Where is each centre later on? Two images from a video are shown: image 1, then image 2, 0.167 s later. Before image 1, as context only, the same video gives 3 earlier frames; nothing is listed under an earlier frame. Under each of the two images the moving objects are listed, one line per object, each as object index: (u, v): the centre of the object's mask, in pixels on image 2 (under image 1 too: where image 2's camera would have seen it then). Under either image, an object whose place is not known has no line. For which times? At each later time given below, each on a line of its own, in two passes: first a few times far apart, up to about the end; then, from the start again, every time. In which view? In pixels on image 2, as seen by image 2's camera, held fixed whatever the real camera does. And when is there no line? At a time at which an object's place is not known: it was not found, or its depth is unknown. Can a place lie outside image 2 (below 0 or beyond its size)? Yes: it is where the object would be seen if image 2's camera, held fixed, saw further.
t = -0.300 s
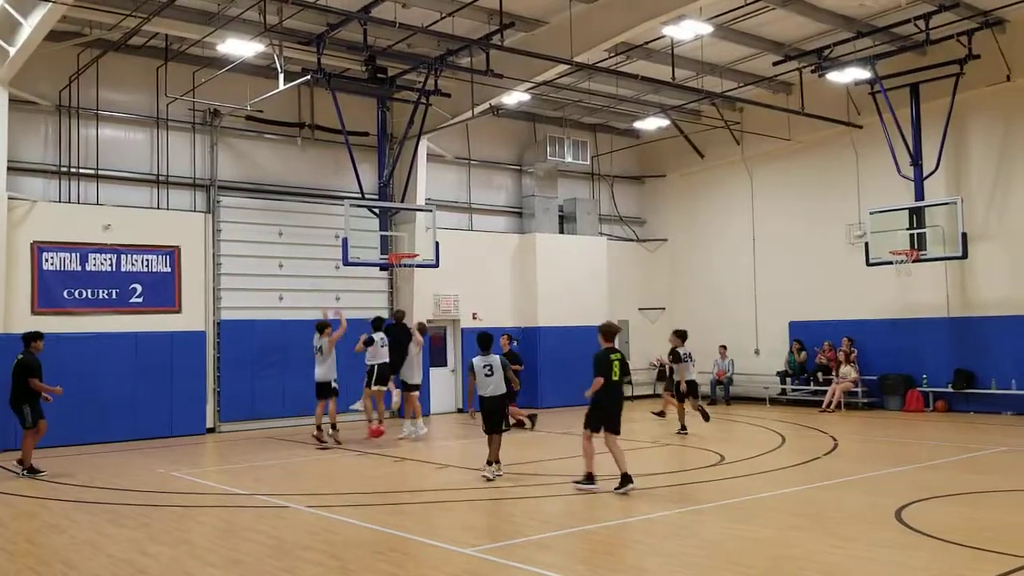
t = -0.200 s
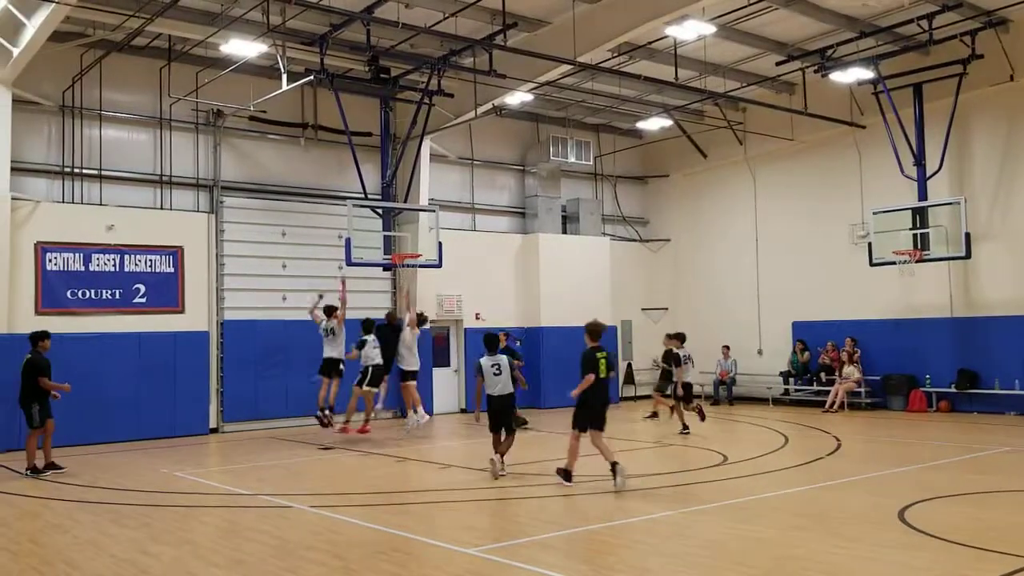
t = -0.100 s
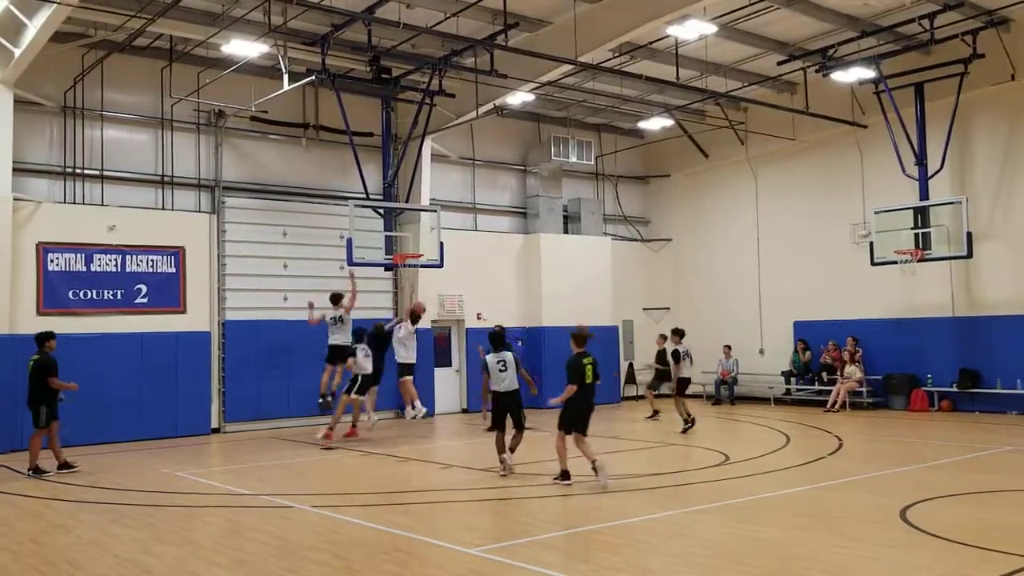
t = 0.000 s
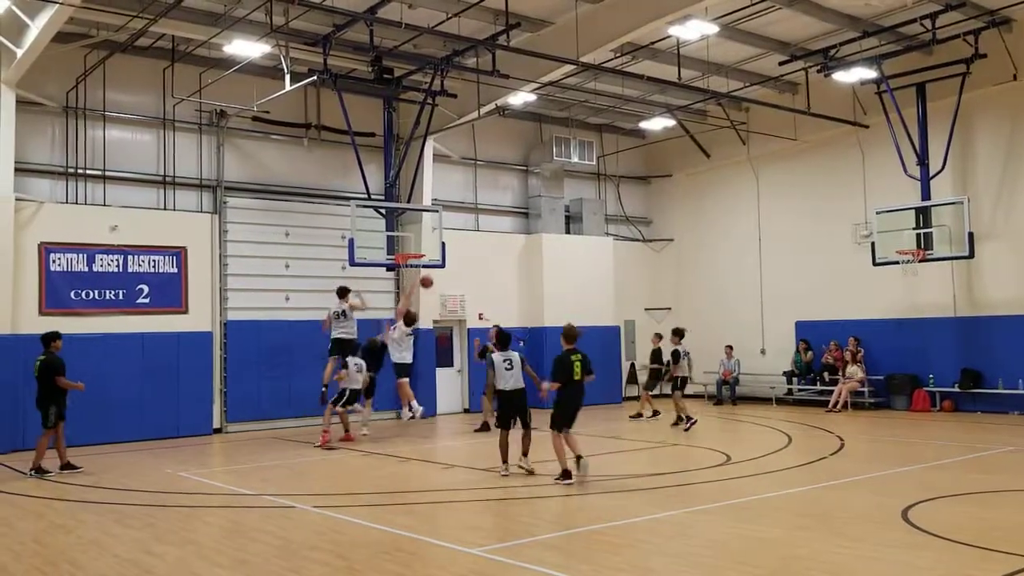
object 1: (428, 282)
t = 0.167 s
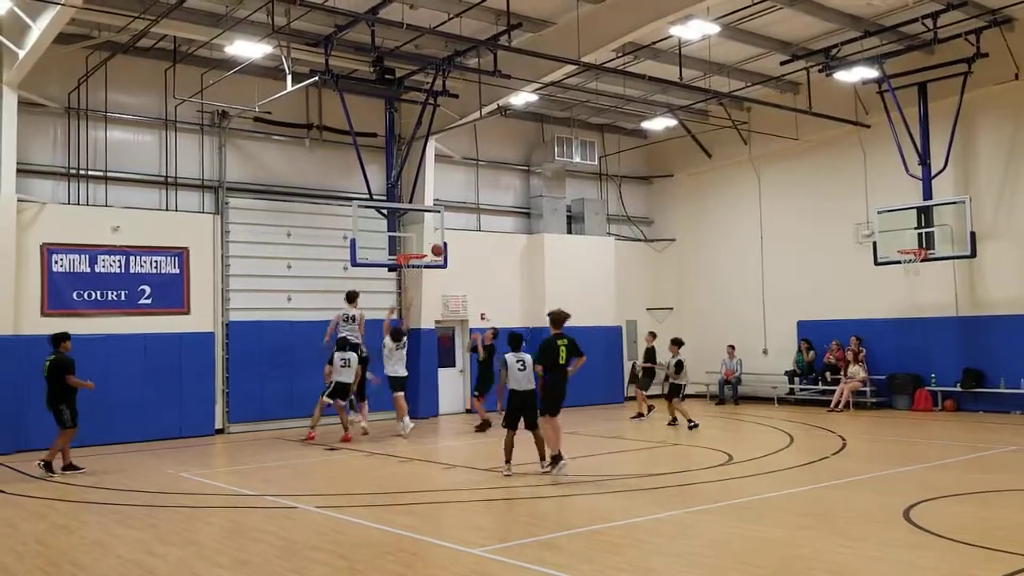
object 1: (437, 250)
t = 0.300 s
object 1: (445, 236)
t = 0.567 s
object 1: (459, 237)
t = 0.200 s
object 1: (439, 246)
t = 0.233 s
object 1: (441, 242)
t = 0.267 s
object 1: (443, 238)
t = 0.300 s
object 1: (445, 236)
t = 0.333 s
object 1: (447, 234)
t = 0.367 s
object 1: (448, 233)
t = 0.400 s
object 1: (450, 232)
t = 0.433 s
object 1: (452, 232)
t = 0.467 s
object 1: (454, 232)
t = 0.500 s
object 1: (455, 233)
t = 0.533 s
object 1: (457, 235)
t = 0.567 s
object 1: (459, 237)
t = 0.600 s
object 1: (461, 239)
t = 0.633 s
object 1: (463, 243)
